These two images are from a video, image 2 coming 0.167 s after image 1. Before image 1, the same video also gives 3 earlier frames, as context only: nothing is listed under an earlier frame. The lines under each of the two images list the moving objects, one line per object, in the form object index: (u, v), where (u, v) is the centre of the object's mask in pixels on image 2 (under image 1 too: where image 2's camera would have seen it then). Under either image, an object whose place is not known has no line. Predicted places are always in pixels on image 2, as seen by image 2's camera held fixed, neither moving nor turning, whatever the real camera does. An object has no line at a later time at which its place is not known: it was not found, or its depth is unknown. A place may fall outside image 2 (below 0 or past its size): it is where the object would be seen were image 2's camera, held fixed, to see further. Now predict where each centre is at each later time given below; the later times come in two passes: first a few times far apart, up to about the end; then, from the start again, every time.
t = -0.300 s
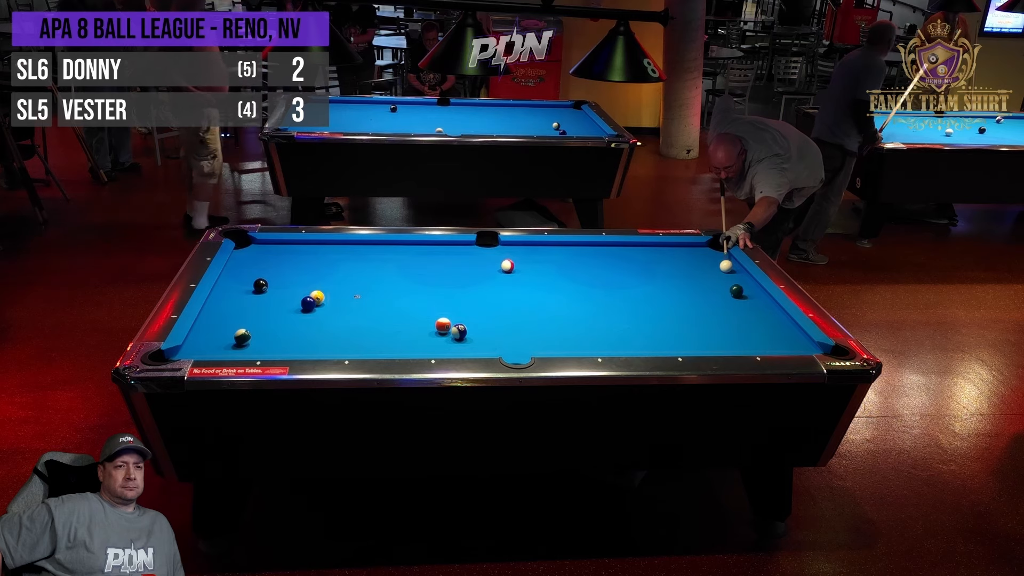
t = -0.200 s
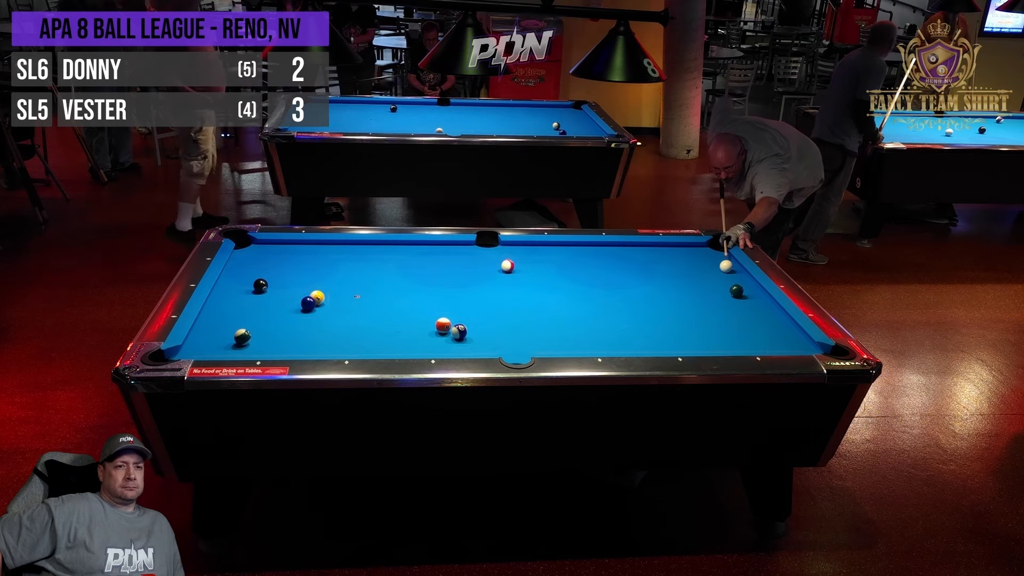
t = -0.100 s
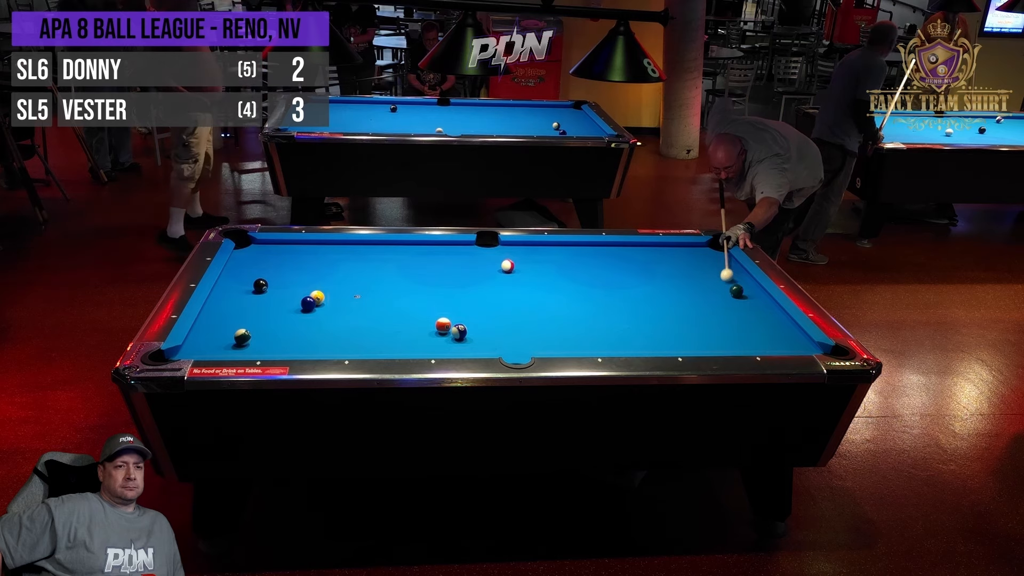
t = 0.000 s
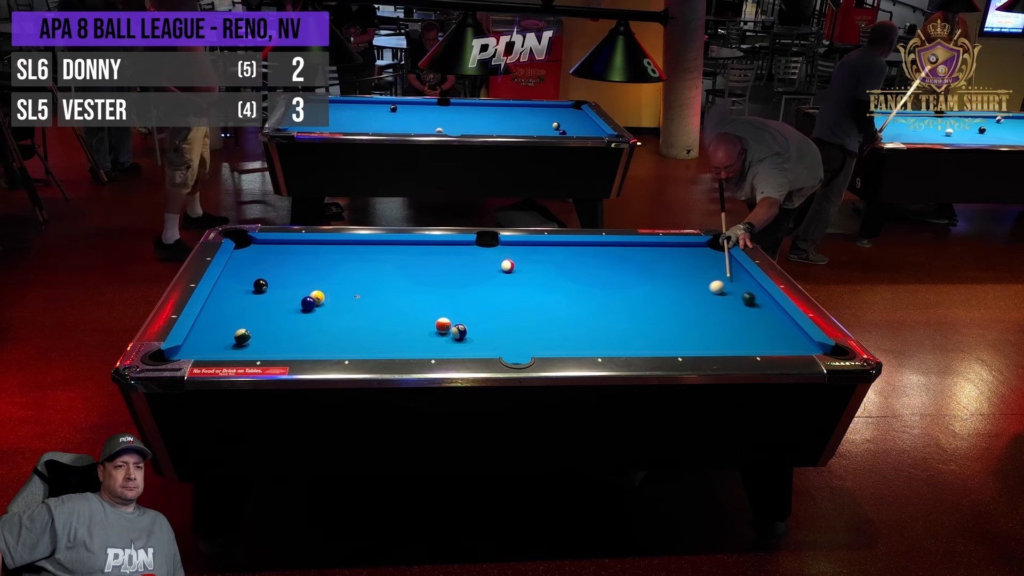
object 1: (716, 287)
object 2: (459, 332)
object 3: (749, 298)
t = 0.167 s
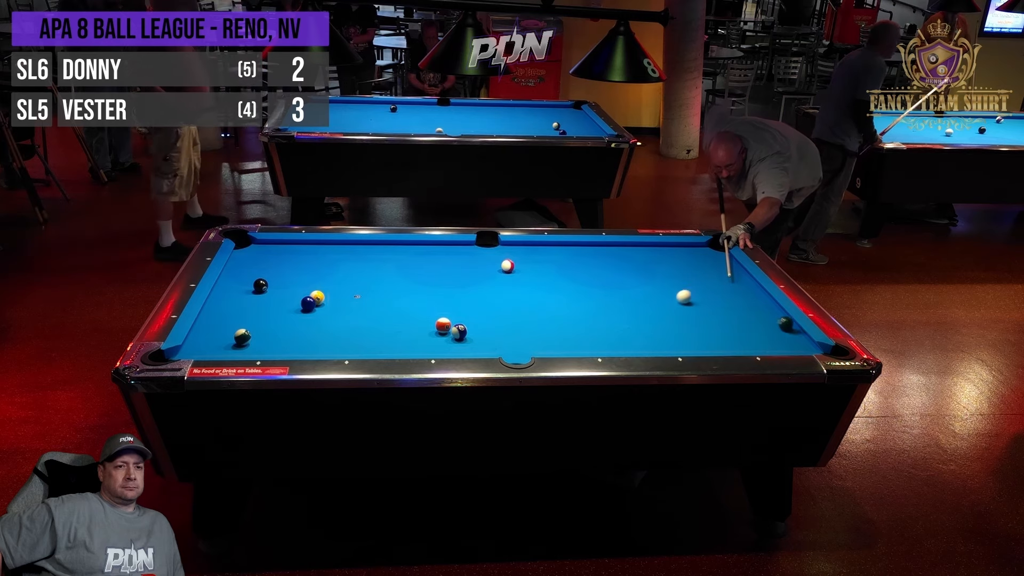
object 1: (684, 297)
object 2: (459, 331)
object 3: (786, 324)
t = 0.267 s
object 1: (666, 305)
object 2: (459, 331)
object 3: (800, 337)
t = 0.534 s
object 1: (614, 328)
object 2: (459, 331)
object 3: (824, 353)
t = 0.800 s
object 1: (556, 347)
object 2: (459, 331)
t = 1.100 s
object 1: (500, 337)
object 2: (459, 331)
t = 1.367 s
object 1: (468, 324)
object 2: (446, 333)
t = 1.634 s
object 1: (452, 311)
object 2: (424, 336)
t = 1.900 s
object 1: (439, 300)
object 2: (402, 338)
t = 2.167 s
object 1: (426, 289)
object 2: (382, 340)
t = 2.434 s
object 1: (415, 280)
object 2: (363, 342)
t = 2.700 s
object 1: (405, 271)
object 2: (346, 344)
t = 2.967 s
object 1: (396, 264)
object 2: (330, 345)
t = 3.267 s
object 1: (387, 256)
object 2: (315, 346)
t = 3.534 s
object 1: (379, 249)
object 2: (302, 346)
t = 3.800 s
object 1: (372, 244)
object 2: (292, 346)
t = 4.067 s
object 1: (368, 246)
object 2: (283, 346)
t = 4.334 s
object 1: (365, 248)
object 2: (277, 346)
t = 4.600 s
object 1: (362, 251)
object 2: (272, 345)
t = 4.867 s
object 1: (359, 253)
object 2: (269, 345)
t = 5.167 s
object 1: (357, 254)
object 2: (268, 345)
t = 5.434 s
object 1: (355, 255)
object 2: (268, 345)
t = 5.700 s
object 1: (354, 256)
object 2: (268, 345)
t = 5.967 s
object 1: (353, 257)
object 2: (268, 345)
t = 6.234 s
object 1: (353, 257)
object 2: (268, 345)
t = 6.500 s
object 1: (353, 257)
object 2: (268, 345)
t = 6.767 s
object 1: (353, 257)
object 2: (268, 345)
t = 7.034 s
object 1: (353, 257)
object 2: (268, 345)
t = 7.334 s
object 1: (353, 257)
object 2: (268, 345)
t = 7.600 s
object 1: (353, 257)
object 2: (268, 345)
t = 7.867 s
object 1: (353, 257)
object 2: (268, 345)
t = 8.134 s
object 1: (353, 257)
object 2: (268, 345)
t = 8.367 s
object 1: (353, 257)
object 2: (268, 345)
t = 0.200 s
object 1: (678, 299)
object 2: (459, 331)
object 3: (793, 328)
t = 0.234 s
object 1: (671, 302)
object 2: (459, 331)
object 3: (798, 333)
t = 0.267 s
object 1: (666, 305)
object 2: (459, 331)
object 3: (800, 337)
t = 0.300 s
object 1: (659, 307)
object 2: (459, 331)
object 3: (802, 341)
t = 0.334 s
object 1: (653, 310)
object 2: (459, 331)
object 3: (804, 343)
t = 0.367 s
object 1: (647, 313)
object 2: (459, 331)
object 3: (807, 346)
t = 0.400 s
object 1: (640, 316)
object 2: (459, 332)
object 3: (811, 348)
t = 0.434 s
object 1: (634, 319)
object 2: (459, 331)
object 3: (815, 347)
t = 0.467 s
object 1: (627, 322)
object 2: (459, 331)
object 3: (819, 348)
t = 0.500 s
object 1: (621, 325)
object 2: (459, 331)
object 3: (822, 349)
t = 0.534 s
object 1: (614, 328)
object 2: (459, 331)
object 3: (824, 353)
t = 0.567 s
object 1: (607, 331)
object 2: (459, 331)
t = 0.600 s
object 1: (600, 334)
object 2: (459, 332)
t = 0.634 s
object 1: (593, 337)
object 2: (459, 331)
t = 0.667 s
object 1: (586, 340)
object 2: (459, 331)
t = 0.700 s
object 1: (578, 343)
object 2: (459, 331)
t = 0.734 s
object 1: (571, 345)
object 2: (459, 331)
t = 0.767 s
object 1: (564, 347)
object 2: (459, 331)
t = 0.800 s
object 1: (556, 347)
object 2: (459, 331)
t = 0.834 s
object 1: (549, 346)
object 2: (459, 331)
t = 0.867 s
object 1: (543, 345)
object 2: (459, 331)
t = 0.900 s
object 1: (537, 344)
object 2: (459, 331)
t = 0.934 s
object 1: (530, 343)
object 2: (459, 331)
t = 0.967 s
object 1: (524, 342)
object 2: (459, 331)
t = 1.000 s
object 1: (518, 341)
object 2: (459, 331)
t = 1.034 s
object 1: (512, 339)
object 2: (459, 331)
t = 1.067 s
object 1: (506, 338)
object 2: (459, 331)
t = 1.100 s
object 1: (500, 337)
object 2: (459, 331)
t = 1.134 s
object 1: (494, 335)
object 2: (459, 331)
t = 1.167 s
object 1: (488, 334)
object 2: (459, 331)
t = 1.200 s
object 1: (482, 332)
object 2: (459, 332)
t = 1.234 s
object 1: (476, 331)
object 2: (459, 332)
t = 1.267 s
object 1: (473, 329)
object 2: (456, 332)
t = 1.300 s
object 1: (472, 327)
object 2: (452, 332)
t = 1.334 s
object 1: (470, 326)
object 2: (449, 333)
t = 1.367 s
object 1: (468, 324)
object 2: (446, 333)
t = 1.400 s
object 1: (466, 322)
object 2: (443, 333)
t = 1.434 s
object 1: (464, 321)
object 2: (440, 334)
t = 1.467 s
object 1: (462, 319)
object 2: (437, 334)
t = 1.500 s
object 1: (460, 317)
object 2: (434, 334)
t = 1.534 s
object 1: (458, 316)
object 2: (431, 335)
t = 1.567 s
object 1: (456, 314)
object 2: (429, 335)
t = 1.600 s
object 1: (454, 313)
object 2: (426, 335)
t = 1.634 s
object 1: (452, 311)
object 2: (424, 336)
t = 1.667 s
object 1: (451, 310)
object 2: (421, 336)
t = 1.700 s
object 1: (449, 308)
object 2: (418, 336)
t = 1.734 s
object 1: (447, 307)
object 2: (415, 337)
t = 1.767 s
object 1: (446, 305)
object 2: (413, 337)
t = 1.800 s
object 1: (444, 304)
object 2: (410, 337)
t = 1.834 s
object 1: (442, 302)
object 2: (407, 338)
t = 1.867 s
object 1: (440, 301)
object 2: (405, 338)
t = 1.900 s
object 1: (439, 300)
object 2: (402, 338)
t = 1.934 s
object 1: (437, 298)
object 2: (400, 338)
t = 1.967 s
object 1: (436, 297)
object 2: (397, 339)
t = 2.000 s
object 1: (434, 296)
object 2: (395, 338)
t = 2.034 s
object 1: (432, 294)
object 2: (392, 338)
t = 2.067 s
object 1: (431, 293)
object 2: (390, 339)
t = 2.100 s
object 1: (429, 292)
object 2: (387, 339)
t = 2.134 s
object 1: (428, 291)
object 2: (384, 339)
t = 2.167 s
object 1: (426, 289)
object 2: (382, 340)
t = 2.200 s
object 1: (425, 288)
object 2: (380, 340)
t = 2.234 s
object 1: (424, 287)
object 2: (378, 340)
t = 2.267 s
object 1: (422, 286)
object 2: (375, 341)
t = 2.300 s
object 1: (421, 284)
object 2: (373, 341)
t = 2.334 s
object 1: (419, 283)
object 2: (370, 341)
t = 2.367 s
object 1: (418, 282)
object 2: (368, 342)
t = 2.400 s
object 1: (417, 281)
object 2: (366, 342)
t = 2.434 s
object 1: (415, 280)
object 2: (363, 342)
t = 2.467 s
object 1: (414, 279)
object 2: (361, 342)
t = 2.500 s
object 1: (413, 278)
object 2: (359, 342)
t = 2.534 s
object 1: (411, 277)
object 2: (357, 343)
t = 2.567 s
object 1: (410, 276)
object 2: (354, 343)
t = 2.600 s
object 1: (409, 275)
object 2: (352, 343)
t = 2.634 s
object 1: (408, 273)
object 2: (350, 344)
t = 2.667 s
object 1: (406, 272)
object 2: (348, 344)
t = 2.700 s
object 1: (405, 271)
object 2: (346, 344)
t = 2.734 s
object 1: (404, 270)
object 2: (344, 344)
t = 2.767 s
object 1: (403, 269)
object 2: (342, 344)
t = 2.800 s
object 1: (402, 268)
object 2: (340, 344)
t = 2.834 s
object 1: (401, 267)
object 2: (338, 344)
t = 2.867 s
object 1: (399, 266)
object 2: (336, 344)
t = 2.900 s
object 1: (398, 266)
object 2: (334, 344)
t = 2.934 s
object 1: (397, 265)
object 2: (332, 344)
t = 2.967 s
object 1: (396, 264)
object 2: (330, 345)
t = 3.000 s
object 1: (395, 263)
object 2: (329, 345)
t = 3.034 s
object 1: (394, 262)
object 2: (327, 345)
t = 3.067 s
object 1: (393, 261)
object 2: (325, 345)
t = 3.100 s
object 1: (392, 260)
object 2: (323, 345)
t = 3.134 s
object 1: (391, 259)
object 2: (322, 346)
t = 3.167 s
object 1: (390, 258)
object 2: (320, 346)
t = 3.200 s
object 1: (389, 257)
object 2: (318, 346)
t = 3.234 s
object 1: (388, 257)
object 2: (316, 346)
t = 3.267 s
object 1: (387, 256)
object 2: (315, 346)
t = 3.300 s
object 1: (386, 255)
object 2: (313, 346)
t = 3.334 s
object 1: (385, 254)
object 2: (311, 346)
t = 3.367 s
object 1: (384, 253)
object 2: (310, 346)
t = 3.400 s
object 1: (383, 253)
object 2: (308, 346)
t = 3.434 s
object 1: (382, 252)
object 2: (307, 346)
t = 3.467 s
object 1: (381, 251)
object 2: (305, 346)
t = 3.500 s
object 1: (380, 250)
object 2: (304, 346)
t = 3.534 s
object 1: (379, 249)
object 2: (302, 346)
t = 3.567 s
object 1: (378, 249)
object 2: (301, 346)
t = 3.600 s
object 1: (377, 248)
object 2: (300, 346)
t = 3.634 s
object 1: (377, 247)
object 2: (298, 346)
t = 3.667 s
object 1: (376, 246)
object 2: (297, 346)
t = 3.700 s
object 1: (375, 246)
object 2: (296, 346)
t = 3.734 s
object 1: (374, 245)
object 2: (295, 346)
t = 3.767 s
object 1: (373, 244)
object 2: (293, 346)
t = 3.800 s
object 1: (372, 244)
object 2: (292, 346)
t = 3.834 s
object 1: (372, 243)
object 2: (291, 346)
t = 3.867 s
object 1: (371, 244)
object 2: (290, 346)
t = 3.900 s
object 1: (371, 244)
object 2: (289, 346)
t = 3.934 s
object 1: (370, 244)
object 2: (288, 346)
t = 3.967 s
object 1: (370, 245)
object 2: (286, 346)
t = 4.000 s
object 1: (369, 245)
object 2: (286, 346)
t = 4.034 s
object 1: (369, 245)
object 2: (284, 346)
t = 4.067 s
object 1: (368, 246)
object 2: (283, 346)
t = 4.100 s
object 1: (368, 246)
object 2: (282, 346)
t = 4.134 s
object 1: (368, 247)
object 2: (282, 346)
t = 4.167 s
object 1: (367, 247)
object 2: (281, 346)
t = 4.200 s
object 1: (367, 247)
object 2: (280, 346)
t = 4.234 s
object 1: (366, 248)
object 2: (279, 346)
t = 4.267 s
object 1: (366, 248)
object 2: (278, 346)
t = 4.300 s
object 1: (365, 248)
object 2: (278, 346)
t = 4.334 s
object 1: (365, 248)
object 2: (277, 346)
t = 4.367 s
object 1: (365, 249)
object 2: (276, 346)
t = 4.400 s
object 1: (364, 249)
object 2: (276, 346)
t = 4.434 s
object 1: (364, 249)
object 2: (275, 346)
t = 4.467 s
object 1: (363, 250)
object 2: (274, 346)
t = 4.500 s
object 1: (363, 250)
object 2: (274, 346)
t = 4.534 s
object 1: (363, 250)
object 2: (273, 346)
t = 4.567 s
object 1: (362, 250)
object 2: (273, 346)
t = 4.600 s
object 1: (362, 251)
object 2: (272, 345)
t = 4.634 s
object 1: (362, 251)
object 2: (272, 345)
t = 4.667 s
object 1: (361, 251)
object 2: (271, 345)
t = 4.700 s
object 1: (361, 251)
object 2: (271, 345)
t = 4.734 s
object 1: (361, 252)
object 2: (270, 345)
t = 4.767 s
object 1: (360, 252)
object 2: (270, 345)
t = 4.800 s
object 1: (360, 252)
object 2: (270, 345)
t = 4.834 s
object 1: (360, 252)
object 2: (269, 345)
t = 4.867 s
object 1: (359, 253)
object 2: (269, 345)
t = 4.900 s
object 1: (359, 253)
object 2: (269, 345)
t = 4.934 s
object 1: (359, 253)
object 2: (269, 345)
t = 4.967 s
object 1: (358, 253)
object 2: (268, 345)
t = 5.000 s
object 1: (358, 253)
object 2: (268, 345)
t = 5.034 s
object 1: (358, 254)
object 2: (268, 345)
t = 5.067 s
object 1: (358, 254)
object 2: (268, 345)
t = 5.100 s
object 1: (358, 254)
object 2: (268, 345)
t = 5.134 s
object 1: (357, 254)
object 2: (268, 345)
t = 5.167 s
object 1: (357, 254)
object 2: (268, 345)
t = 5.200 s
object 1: (357, 255)
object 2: (268, 345)
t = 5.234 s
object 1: (356, 255)
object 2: (268, 345)
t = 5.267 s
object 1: (356, 255)
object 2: (268, 345)
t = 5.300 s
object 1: (356, 255)
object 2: (268, 345)
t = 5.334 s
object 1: (356, 255)
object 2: (268, 345)
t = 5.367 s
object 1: (356, 255)
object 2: (268, 345)
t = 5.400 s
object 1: (355, 255)
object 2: (268, 345)
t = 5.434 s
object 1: (355, 255)
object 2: (268, 345)
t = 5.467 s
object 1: (355, 256)
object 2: (268, 345)
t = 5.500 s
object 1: (355, 256)
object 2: (268, 345)
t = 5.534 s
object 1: (355, 256)
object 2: (268, 345)
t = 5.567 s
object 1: (354, 256)
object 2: (268, 345)
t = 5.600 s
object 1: (354, 256)
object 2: (268, 345)
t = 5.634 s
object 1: (354, 256)
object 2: (268, 345)
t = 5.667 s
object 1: (354, 256)
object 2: (268, 345)
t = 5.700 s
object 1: (354, 256)
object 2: (268, 345)
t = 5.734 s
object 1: (354, 256)
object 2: (268, 345)
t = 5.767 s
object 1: (354, 257)
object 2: (268, 345)
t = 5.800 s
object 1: (353, 257)
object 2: (268, 345)
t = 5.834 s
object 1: (353, 257)
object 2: (268, 345)
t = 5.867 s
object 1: (353, 257)
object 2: (268, 345)
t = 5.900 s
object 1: (353, 257)
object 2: (268, 345)
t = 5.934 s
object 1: (353, 257)
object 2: (268, 345)
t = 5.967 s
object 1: (353, 257)
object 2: (268, 345)
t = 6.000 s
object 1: (353, 257)
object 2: (268, 345)
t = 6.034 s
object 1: (353, 257)
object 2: (268, 345)
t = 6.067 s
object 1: (353, 257)
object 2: (268, 345)
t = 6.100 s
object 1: (353, 257)
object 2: (268, 345)
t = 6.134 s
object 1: (353, 257)
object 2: (268, 345)
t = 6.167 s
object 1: (353, 257)
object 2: (268, 345)
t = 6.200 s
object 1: (353, 257)
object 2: (268, 345)
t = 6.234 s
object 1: (353, 257)
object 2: (268, 345)
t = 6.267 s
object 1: (353, 257)
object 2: (268, 345)
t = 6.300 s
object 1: (353, 257)
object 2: (268, 345)
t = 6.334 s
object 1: (353, 257)
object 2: (268, 345)
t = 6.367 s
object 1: (353, 257)
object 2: (268, 345)
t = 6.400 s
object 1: (353, 257)
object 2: (268, 345)
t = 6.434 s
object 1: (353, 257)
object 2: (268, 345)
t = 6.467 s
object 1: (353, 257)
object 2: (268, 345)
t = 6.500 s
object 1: (353, 257)
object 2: (268, 345)
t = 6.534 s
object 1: (353, 257)
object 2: (268, 345)
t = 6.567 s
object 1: (353, 257)
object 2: (268, 345)
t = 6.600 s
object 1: (353, 257)
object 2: (268, 345)
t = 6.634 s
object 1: (353, 257)
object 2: (268, 345)
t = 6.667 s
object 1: (353, 257)
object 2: (268, 345)
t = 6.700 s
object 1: (353, 257)
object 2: (268, 345)
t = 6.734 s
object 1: (353, 257)
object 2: (268, 345)
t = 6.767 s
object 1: (353, 257)
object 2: (268, 345)
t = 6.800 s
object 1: (353, 257)
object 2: (268, 345)
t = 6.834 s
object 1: (353, 257)
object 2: (268, 345)
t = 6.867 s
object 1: (353, 257)
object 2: (268, 345)
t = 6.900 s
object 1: (353, 257)
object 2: (268, 345)
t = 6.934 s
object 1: (353, 257)
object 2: (268, 345)
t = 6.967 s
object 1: (353, 257)
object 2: (268, 345)
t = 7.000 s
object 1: (353, 257)
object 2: (268, 345)
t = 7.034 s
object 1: (353, 257)
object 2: (268, 345)
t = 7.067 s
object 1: (353, 257)
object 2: (268, 345)
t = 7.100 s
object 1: (353, 257)
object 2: (268, 345)
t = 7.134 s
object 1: (353, 257)
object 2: (268, 345)
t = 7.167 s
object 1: (353, 257)
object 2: (268, 345)
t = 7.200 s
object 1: (353, 257)
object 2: (268, 345)
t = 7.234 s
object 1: (353, 257)
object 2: (268, 345)
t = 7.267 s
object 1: (353, 257)
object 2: (268, 345)
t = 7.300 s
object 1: (353, 257)
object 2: (268, 345)
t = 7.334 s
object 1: (353, 257)
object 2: (268, 345)
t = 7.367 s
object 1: (353, 257)
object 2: (268, 345)
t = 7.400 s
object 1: (353, 257)
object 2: (268, 345)
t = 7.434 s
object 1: (353, 257)
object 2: (268, 345)
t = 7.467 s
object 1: (353, 257)
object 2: (268, 345)
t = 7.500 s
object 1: (353, 257)
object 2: (268, 345)
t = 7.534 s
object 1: (353, 257)
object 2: (268, 345)
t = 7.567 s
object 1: (353, 257)
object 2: (268, 345)
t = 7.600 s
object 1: (353, 257)
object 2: (268, 345)
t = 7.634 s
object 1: (353, 257)
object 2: (268, 345)
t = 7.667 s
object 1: (353, 257)
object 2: (268, 345)
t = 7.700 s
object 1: (353, 257)
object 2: (268, 345)
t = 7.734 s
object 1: (353, 257)
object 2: (268, 345)
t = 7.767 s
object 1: (353, 257)
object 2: (268, 345)
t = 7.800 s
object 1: (353, 257)
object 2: (268, 345)
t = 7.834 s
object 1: (353, 257)
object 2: (268, 345)
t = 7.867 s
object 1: (353, 257)
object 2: (268, 345)
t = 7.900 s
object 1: (353, 257)
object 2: (268, 345)
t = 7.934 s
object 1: (353, 257)
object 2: (268, 345)
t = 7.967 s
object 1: (353, 257)
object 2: (268, 345)
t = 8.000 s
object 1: (353, 257)
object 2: (268, 345)
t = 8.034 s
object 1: (353, 257)
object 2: (268, 345)
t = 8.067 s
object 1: (353, 257)
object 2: (268, 345)
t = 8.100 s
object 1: (353, 257)
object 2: (268, 345)
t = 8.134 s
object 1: (353, 257)
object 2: (268, 345)
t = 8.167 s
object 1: (353, 257)
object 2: (268, 345)
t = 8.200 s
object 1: (353, 257)
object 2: (268, 345)
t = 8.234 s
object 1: (353, 257)
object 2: (268, 345)
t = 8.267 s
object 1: (353, 257)
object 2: (268, 345)
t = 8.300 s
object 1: (353, 257)
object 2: (268, 345)
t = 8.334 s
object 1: (353, 257)
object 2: (268, 345)
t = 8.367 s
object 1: (353, 257)
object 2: (268, 345)
